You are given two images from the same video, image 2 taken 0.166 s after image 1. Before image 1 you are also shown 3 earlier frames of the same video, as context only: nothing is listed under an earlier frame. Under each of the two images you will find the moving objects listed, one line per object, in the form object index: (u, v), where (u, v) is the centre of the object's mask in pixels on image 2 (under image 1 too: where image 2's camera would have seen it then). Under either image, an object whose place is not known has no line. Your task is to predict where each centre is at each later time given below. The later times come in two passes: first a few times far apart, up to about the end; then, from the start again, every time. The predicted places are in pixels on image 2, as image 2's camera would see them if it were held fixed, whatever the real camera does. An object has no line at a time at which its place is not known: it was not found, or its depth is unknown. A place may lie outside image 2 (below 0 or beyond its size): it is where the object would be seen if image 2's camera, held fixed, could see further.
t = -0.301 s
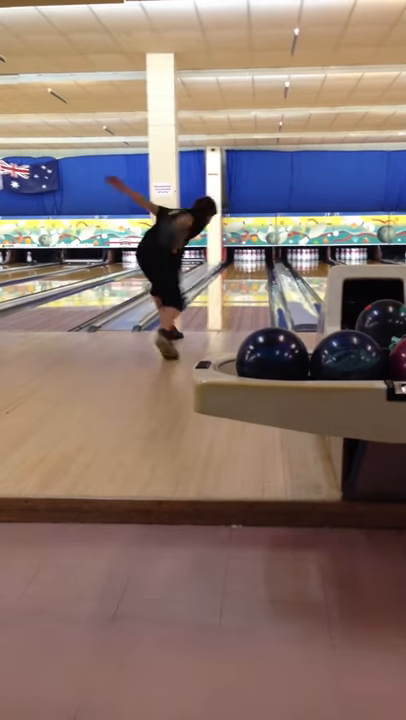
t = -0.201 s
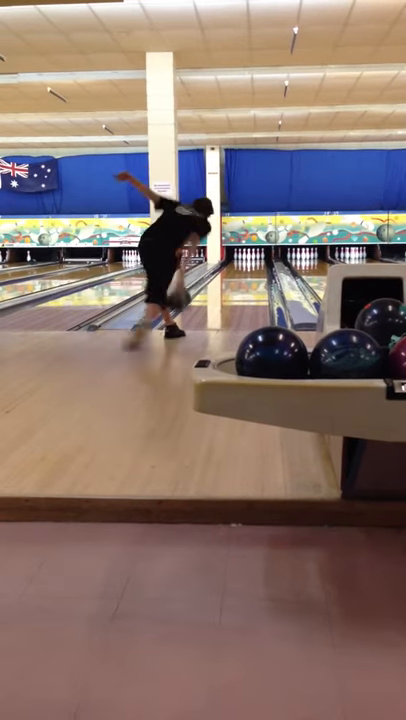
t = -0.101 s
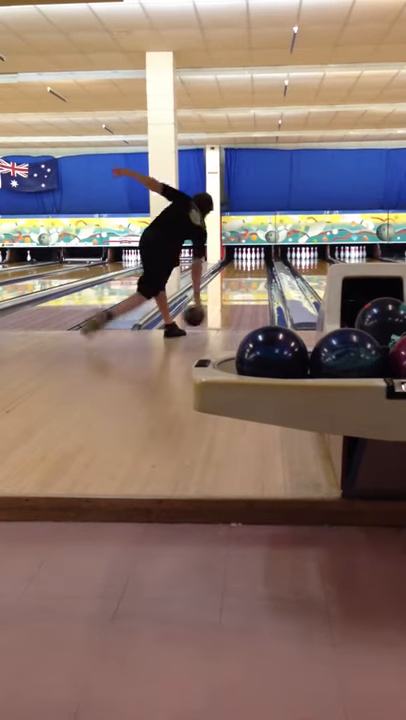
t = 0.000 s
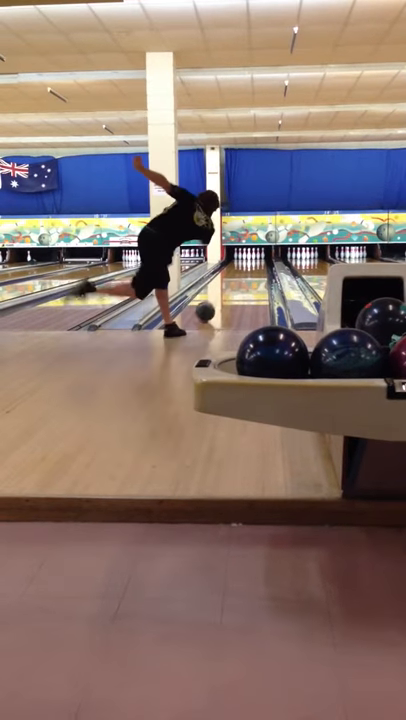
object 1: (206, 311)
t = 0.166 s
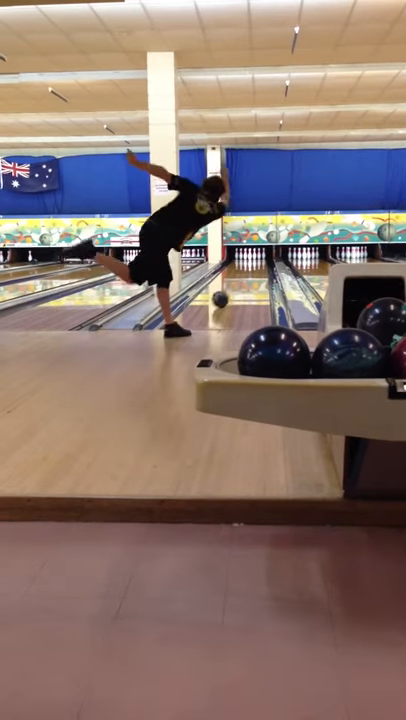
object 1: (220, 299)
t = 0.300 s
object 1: (228, 291)
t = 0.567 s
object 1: (240, 281)
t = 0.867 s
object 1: (248, 273)
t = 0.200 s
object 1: (222, 296)
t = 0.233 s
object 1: (224, 295)
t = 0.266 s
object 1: (226, 293)
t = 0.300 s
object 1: (228, 291)
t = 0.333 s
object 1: (229, 290)
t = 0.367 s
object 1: (231, 288)
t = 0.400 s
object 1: (232, 287)
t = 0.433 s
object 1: (234, 285)
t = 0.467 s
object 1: (236, 284)
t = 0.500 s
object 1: (237, 283)
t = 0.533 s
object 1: (238, 283)
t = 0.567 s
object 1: (240, 281)
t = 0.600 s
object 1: (241, 280)
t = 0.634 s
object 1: (242, 280)
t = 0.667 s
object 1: (243, 278)
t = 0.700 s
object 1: (244, 278)
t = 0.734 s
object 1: (245, 277)
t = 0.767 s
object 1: (245, 276)
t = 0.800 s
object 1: (246, 274)
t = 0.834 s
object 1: (247, 274)
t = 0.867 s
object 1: (248, 273)
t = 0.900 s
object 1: (249, 272)
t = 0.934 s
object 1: (249, 272)
